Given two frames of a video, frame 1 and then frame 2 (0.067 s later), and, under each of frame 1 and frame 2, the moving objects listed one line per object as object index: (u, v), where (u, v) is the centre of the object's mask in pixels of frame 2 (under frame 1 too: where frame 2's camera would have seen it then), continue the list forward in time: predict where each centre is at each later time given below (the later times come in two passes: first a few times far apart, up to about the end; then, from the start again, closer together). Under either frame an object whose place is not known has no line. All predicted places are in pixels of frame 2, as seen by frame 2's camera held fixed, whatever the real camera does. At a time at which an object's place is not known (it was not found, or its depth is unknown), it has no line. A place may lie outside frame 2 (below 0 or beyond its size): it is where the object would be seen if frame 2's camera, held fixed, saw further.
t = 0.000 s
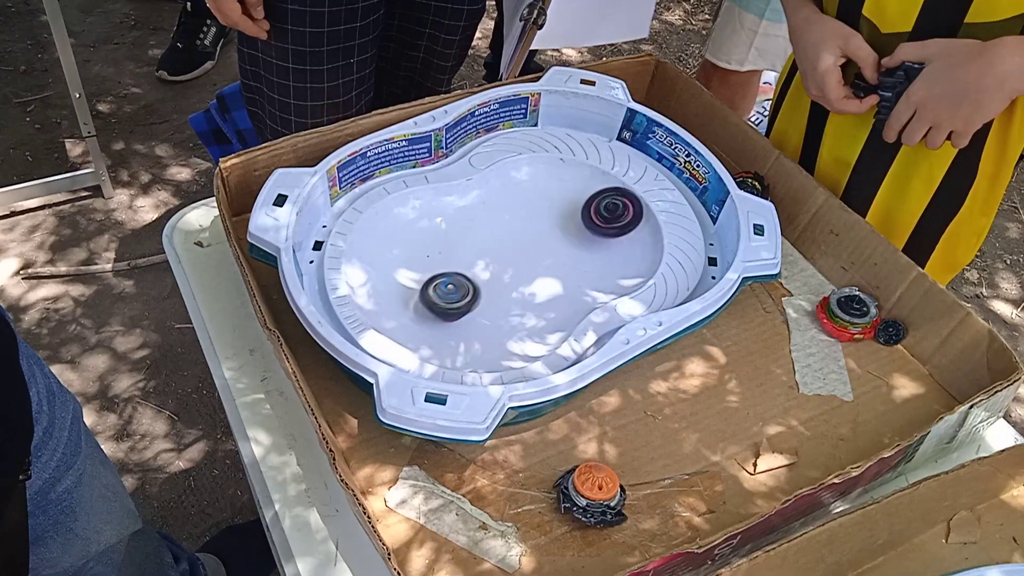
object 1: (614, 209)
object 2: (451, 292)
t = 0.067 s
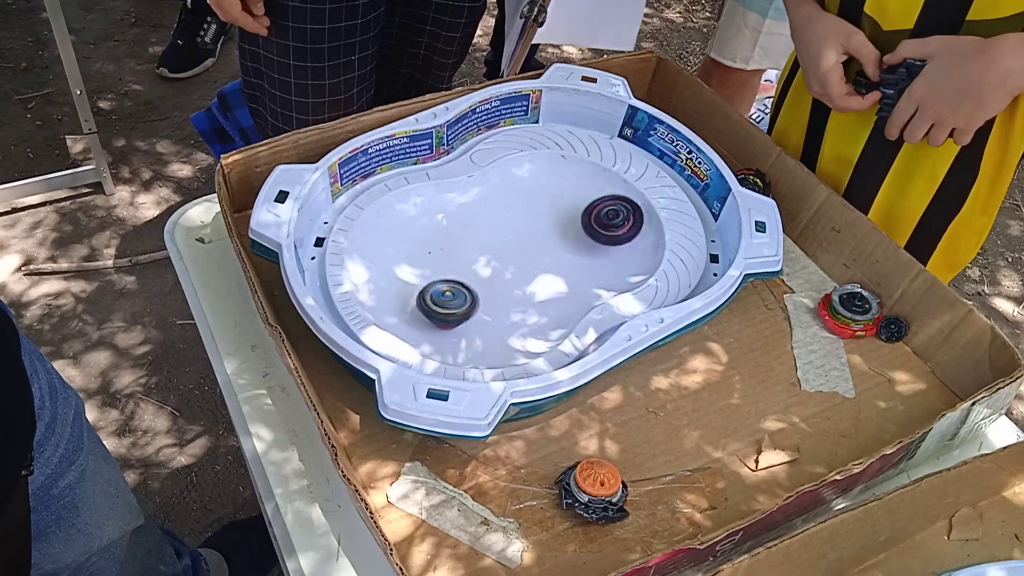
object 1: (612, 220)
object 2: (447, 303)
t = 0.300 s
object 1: (577, 239)
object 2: (479, 321)
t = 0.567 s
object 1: (537, 259)
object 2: (477, 278)
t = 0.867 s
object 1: (514, 292)
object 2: (426, 275)
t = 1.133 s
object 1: (499, 322)
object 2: (440, 290)
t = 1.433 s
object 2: (460, 264)
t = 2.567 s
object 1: (487, 311)
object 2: (445, 272)
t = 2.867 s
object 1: (489, 294)
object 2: (439, 262)
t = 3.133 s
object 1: (500, 296)
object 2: (444, 263)
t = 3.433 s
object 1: (489, 306)
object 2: (447, 266)
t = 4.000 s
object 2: (451, 261)
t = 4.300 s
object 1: (499, 307)
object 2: (456, 256)
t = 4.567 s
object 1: (493, 304)
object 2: (454, 265)
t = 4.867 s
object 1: (492, 307)
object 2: (446, 270)
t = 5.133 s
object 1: (488, 305)
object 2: (438, 269)
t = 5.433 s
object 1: (496, 302)
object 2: (439, 269)
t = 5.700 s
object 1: (499, 303)
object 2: (448, 268)
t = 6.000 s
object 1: (488, 307)
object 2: (453, 265)
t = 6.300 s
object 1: (479, 312)
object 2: (458, 262)
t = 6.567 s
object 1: (474, 311)
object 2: (464, 259)
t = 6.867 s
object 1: (475, 311)
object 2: (464, 254)
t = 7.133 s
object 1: (481, 311)
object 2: (462, 255)
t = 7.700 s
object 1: (484, 311)
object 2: (445, 255)
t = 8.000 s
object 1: (479, 299)
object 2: (432, 253)
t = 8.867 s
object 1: (493, 304)
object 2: (458, 255)
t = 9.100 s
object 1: (491, 293)
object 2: (450, 265)
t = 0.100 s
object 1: (609, 224)
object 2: (448, 308)
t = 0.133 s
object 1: (604, 228)
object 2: (450, 313)
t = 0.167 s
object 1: (599, 231)
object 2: (454, 317)
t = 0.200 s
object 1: (594, 233)
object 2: (460, 320)
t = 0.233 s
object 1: (589, 235)
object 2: (466, 322)
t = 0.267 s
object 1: (583, 237)
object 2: (472, 322)
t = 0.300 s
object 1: (577, 239)
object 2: (479, 321)
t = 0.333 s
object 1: (570, 240)
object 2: (484, 318)
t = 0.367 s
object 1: (564, 242)
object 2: (488, 314)
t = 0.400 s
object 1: (559, 244)
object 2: (492, 308)
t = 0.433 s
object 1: (554, 247)
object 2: (493, 302)
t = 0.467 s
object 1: (549, 251)
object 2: (492, 295)
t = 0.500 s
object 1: (543, 255)
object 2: (489, 288)
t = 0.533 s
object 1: (538, 258)
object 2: (485, 282)
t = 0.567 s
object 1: (537, 259)
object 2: (477, 278)
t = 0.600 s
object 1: (537, 261)
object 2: (469, 274)
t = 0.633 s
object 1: (535, 265)
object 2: (461, 271)
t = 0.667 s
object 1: (532, 269)
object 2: (453, 269)
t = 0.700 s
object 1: (529, 272)
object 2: (446, 268)
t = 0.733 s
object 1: (527, 276)
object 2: (440, 268)
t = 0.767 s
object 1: (524, 280)
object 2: (435, 269)
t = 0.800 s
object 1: (520, 283)
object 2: (431, 270)
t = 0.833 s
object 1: (517, 288)
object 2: (427, 273)
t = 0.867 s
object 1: (514, 292)
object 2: (426, 275)
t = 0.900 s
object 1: (510, 297)
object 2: (425, 279)
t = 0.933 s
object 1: (507, 302)
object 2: (427, 282)
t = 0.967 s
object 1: (505, 306)
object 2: (430, 286)
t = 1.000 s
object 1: (501, 310)
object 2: (435, 290)
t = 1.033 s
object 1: (499, 313)
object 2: (438, 291)
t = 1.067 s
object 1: (503, 317)
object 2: (437, 290)
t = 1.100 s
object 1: (502, 320)
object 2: (438, 290)
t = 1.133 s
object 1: (499, 322)
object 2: (440, 290)
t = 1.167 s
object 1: (497, 324)
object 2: (442, 290)
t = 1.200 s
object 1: (493, 326)
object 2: (446, 289)
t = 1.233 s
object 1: (489, 327)
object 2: (450, 288)
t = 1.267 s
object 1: (485, 327)
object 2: (454, 285)
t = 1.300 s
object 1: (480, 327)
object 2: (456, 281)
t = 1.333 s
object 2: (458, 277)
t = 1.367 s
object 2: (460, 273)
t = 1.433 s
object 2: (460, 264)
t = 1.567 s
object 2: (458, 253)
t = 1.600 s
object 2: (456, 249)
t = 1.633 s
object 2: (454, 246)
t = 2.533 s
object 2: (447, 275)
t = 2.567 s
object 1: (487, 311)
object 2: (445, 272)
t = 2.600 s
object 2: (443, 270)
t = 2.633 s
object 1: (485, 307)
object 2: (442, 269)
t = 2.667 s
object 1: (487, 307)
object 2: (439, 265)
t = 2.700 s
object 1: (487, 305)
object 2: (438, 263)
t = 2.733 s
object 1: (487, 303)
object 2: (437, 262)
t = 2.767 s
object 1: (489, 301)
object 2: (436, 261)
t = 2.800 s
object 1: (487, 299)
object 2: (436, 261)
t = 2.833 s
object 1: (488, 297)
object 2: (437, 261)
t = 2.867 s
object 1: (489, 294)
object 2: (439, 262)
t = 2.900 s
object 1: (490, 293)
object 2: (440, 261)
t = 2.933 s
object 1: (494, 293)
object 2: (439, 260)
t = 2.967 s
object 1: (498, 293)
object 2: (438, 259)
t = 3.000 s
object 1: (499, 294)
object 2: (438, 259)
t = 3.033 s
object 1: (501, 294)
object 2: (439, 259)
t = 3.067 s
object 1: (501, 294)
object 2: (440, 260)
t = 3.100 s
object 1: (501, 296)
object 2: (441, 261)
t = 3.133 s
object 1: (500, 296)
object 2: (444, 263)
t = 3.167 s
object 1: (496, 297)
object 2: (446, 264)
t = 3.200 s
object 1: (497, 299)
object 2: (447, 265)
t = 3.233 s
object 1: (497, 300)
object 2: (448, 265)
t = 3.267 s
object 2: (447, 264)
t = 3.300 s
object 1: (497, 304)
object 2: (446, 264)
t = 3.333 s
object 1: (495, 304)
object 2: (446, 264)
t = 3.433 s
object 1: (489, 306)
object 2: (447, 266)
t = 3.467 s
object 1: (489, 308)
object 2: (445, 264)
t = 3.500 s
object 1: (488, 309)
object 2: (445, 264)
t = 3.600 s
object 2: (444, 264)
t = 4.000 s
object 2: (451, 261)
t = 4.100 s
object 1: (490, 307)
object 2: (454, 261)
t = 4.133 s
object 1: (490, 306)
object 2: (455, 262)
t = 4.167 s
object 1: (491, 305)
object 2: (457, 263)
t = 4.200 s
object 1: (493, 305)
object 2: (458, 263)
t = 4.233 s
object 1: (495, 304)
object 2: (459, 263)
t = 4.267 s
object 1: (498, 306)
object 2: (458, 259)
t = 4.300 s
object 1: (499, 307)
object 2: (456, 256)
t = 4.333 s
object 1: (499, 308)
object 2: (454, 255)
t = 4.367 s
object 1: (499, 309)
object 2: (454, 255)
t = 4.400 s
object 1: (500, 309)
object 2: (452, 255)
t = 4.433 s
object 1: (498, 308)
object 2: (451, 256)
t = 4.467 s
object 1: (498, 308)
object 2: (451, 257)
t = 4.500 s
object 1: (496, 306)
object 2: (452, 260)
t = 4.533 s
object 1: (494, 305)
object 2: (453, 263)
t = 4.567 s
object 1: (493, 304)
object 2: (454, 265)
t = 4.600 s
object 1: (495, 305)
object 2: (453, 265)
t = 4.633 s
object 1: (495, 307)
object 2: (450, 264)
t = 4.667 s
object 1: (494, 307)
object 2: (448, 265)
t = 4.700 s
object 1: (495, 308)
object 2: (447, 265)
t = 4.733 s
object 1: (493, 307)
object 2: (445, 266)
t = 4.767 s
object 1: (493, 307)
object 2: (446, 268)
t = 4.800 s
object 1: (491, 307)
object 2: (446, 269)
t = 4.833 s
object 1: (493, 307)
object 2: (446, 269)
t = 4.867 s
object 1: (492, 307)
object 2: (446, 270)
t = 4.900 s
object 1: (492, 307)
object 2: (445, 271)
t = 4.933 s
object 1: (493, 308)
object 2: (443, 269)
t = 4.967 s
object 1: (494, 308)
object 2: (441, 267)
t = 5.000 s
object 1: (493, 308)
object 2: (440, 267)
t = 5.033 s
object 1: (493, 308)
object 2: (439, 267)
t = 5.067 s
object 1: (491, 307)
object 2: (438, 268)
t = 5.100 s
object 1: (490, 306)
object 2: (439, 268)
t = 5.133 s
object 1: (488, 305)
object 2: (438, 269)
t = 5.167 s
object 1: (489, 304)
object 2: (440, 270)
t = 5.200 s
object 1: (490, 303)
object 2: (440, 270)
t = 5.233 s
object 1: (492, 303)
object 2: (439, 269)
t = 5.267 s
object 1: (494, 303)
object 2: (436, 267)
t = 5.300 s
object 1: (495, 303)
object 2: (436, 266)
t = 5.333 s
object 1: (495, 303)
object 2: (435, 266)
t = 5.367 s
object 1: (497, 303)
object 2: (437, 267)
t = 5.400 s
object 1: (497, 302)
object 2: (437, 267)
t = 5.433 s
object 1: (496, 302)
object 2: (439, 269)
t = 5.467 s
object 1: (496, 301)
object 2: (441, 269)
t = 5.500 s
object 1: (496, 300)
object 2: (444, 270)
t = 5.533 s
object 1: (497, 301)
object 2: (444, 270)
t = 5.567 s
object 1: (499, 301)
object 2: (444, 268)
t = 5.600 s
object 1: (499, 302)
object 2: (445, 268)
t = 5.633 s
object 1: (499, 302)
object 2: (445, 268)
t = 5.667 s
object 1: (497, 302)
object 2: (448, 268)
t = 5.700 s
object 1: (499, 303)
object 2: (448, 268)
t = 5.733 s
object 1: (498, 303)
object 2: (451, 268)
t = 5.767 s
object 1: (497, 304)
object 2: (450, 268)
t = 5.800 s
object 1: (496, 304)
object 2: (451, 267)
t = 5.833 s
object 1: (497, 305)
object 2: (451, 265)
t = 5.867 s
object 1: (495, 306)
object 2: (452, 264)
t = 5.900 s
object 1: (494, 307)
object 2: (450, 263)
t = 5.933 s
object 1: (492, 307)
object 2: (452, 263)
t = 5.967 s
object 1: (490, 307)
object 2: (452, 265)
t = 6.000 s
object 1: (488, 307)
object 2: (453, 265)
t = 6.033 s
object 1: (489, 308)
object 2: (453, 264)
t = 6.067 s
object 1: (489, 309)
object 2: (453, 263)
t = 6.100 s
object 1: (487, 309)
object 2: (453, 264)
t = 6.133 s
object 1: (486, 310)
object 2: (454, 264)
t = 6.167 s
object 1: (484, 310)
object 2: (456, 264)
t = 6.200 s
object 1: (482, 310)
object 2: (456, 265)
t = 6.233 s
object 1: (482, 311)
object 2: (457, 263)
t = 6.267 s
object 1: (481, 311)
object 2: (458, 262)
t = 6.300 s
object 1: (479, 312)
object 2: (458, 262)
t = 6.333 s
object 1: (479, 312)
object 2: (459, 261)
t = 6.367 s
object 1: (480, 311)
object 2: (460, 262)
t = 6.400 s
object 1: (478, 310)
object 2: (461, 263)
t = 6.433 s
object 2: (462, 262)
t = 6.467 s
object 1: (477, 312)
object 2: (463, 260)
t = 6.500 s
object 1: (476, 312)
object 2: (463, 259)
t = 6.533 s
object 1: (474, 311)
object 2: (463, 258)
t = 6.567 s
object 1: (474, 311)
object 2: (464, 259)
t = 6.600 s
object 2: (463, 260)
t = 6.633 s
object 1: (473, 309)
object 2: (463, 260)
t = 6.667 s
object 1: (473, 309)
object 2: (465, 260)
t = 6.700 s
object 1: (474, 308)
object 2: (465, 260)
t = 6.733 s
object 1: (476, 310)
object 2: (465, 258)
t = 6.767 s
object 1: (479, 312)
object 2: (465, 256)
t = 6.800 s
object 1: (479, 311)
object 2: (464, 255)
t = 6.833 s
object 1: (477, 311)
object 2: (464, 254)
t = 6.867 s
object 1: (475, 311)
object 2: (464, 254)
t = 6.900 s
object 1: (476, 310)
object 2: (463, 256)
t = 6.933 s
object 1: (478, 309)
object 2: (463, 256)
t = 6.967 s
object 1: (479, 307)
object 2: (464, 259)
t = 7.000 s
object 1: (480, 309)
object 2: (463, 257)
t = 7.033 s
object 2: (463, 255)
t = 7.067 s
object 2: (464, 255)
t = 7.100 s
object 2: (462, 255)
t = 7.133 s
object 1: (481, 311)
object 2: (462, 255)
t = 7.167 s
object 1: (480, 310)
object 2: (462, 257)
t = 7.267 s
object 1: (480, 309)
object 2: (463, 259)
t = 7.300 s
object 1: (481, 309)
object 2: (462, 257)
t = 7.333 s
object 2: (460, 257)
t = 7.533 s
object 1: (480, 308)
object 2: (456, 259)
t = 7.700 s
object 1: (484, 311)
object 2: (445, 255)
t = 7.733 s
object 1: (487, 311)
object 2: (442, 251)
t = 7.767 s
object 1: (491, 311)
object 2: (436, 247)
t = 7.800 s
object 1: (489, 309)
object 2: (433, 244)
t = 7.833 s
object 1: (486, 307)
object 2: (432, 243)
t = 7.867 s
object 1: (483, 306)
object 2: (429, 243)
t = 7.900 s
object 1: (483, 303)
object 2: (428, 244)
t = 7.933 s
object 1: (482, 302)
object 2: (428, 245)
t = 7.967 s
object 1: (481, 300)
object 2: (429, 248)
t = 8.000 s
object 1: (479, 299)
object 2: (432, 253)
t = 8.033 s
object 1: (478, 296)
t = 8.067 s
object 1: (480, 298)
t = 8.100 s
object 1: (486, 299)
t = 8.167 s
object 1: (492, 301)
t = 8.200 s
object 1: (496, 308)
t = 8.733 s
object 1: (500, 311)
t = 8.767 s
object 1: (499, 309)
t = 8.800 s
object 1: (497, 308)
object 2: (456, 256)
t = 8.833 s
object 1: (495, 306)
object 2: (457, 255)
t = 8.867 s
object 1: (493, 304)
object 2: (458, 255)
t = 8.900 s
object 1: (490, 301)
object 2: (459, 256)
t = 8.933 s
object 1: (490, 299)
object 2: (459, 257)
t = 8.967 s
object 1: (489, 298)
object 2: (457, 258)
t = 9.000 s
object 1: (490, 296)
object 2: (455, 259)
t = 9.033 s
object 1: (490, 295)
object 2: (453, 260)
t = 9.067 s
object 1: (491, 294)
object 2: (452, 262)
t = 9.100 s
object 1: (491, 293)
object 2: (450, 265)
